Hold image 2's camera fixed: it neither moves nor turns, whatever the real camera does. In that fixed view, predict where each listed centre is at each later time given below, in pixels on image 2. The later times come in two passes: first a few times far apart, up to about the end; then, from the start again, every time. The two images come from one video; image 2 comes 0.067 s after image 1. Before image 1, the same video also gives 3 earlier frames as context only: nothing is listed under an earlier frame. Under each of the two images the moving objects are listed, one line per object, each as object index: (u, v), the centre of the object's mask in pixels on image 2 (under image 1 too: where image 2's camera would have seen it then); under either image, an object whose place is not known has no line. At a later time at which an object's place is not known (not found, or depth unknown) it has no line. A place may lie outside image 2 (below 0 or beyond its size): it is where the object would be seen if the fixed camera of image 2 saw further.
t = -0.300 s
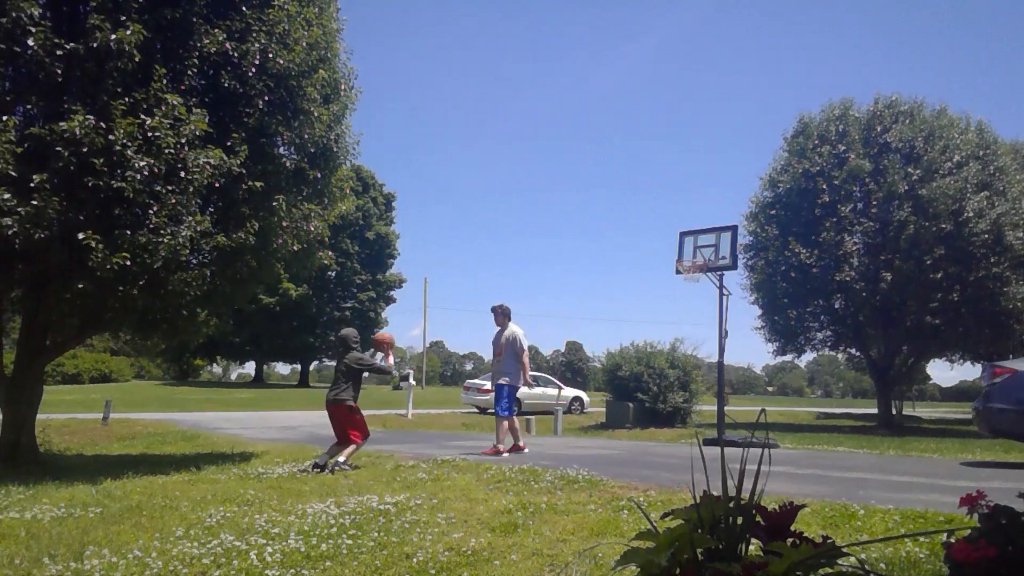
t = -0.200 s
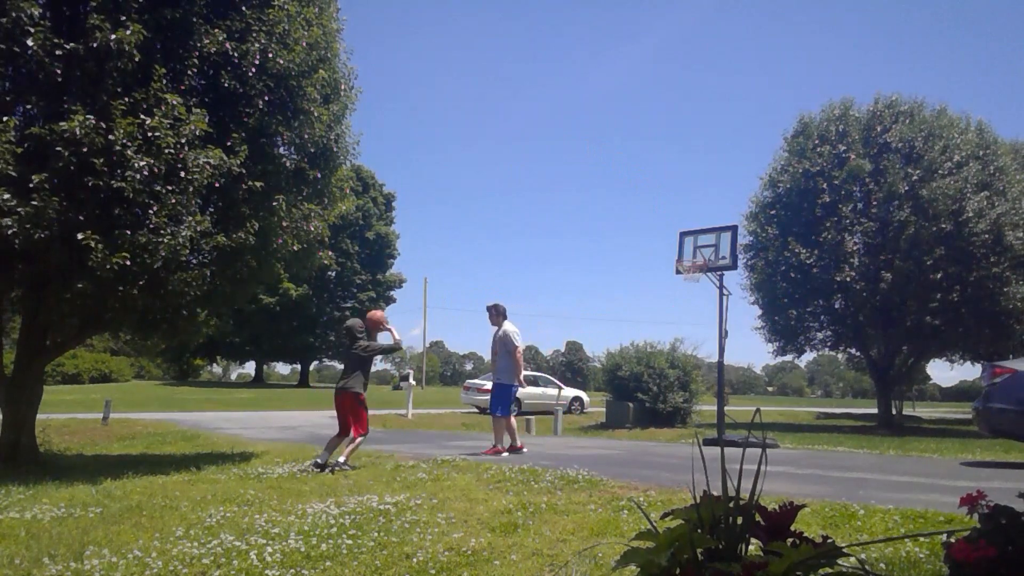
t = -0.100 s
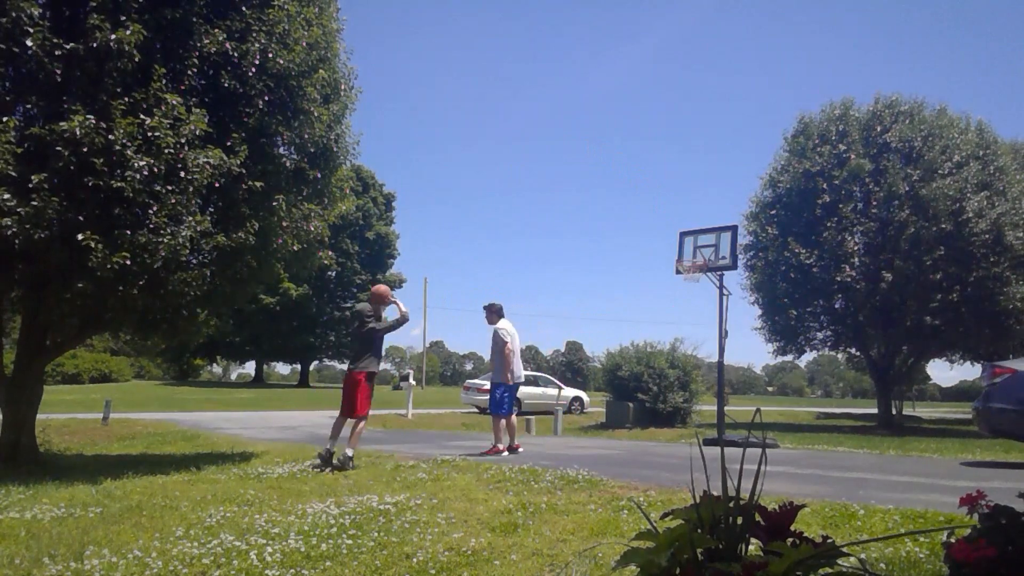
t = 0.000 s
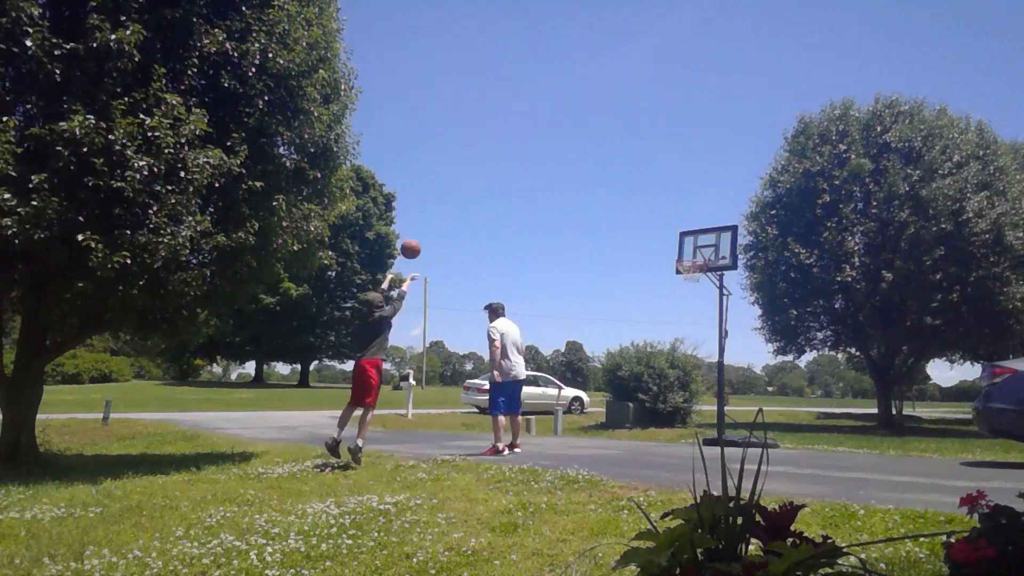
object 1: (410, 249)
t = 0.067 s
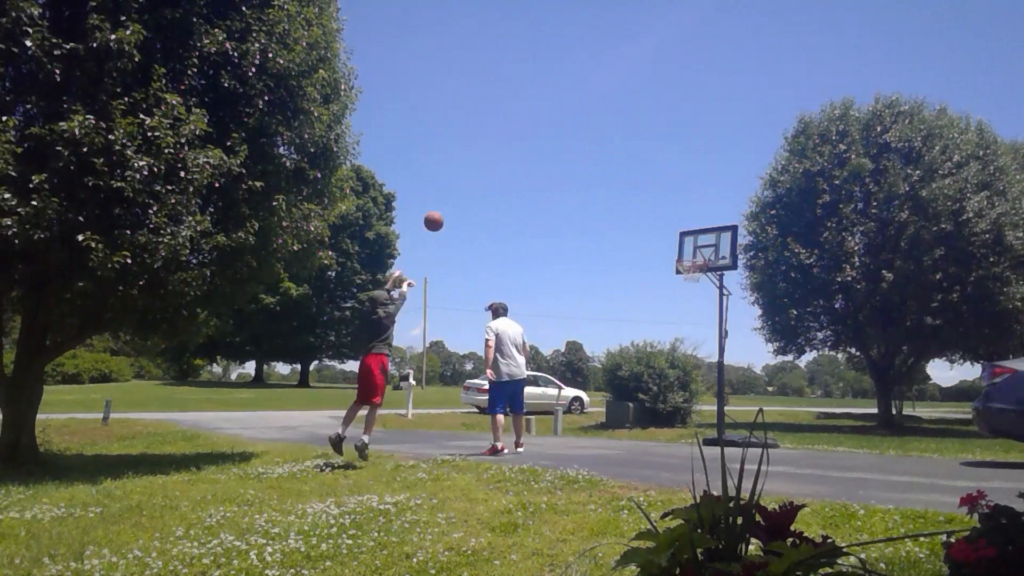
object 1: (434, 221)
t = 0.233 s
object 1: (485, 175)
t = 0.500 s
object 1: (553, 152)
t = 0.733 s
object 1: (602, 170)
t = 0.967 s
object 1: (645, 216)
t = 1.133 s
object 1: (668, 262)
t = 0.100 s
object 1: (445, 210)
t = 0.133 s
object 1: (455, 199)
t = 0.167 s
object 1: (466, 190)
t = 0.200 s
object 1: (476, 182)
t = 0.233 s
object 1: (485, 175)
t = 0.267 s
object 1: (495, 169)
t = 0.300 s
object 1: (504, 164)
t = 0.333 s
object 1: (513, 160)
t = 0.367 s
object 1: (521, 157)
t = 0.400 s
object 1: (530, 154)
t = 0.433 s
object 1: (538, 153)
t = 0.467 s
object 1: (546, 152)
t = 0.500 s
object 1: (553, 152)
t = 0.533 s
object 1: (561, 152)
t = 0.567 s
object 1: (568, 153)
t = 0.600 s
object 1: (576, 155)
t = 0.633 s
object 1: (582, 158)
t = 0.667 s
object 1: (589, 162)
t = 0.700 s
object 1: (596, 165)
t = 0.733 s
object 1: (602, 170)
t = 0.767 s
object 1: (609, 175)
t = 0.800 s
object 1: (615, 180)
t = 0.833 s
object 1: (621, 186)
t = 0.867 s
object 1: (627, 193)
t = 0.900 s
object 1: (633, 201)
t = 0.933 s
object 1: (639, 208)
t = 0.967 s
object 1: (645, 216)
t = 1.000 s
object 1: (650, 225)
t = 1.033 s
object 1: (656, 235)
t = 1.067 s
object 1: (662, 245)
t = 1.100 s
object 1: (667, 255)
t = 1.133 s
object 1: (668, 262)
